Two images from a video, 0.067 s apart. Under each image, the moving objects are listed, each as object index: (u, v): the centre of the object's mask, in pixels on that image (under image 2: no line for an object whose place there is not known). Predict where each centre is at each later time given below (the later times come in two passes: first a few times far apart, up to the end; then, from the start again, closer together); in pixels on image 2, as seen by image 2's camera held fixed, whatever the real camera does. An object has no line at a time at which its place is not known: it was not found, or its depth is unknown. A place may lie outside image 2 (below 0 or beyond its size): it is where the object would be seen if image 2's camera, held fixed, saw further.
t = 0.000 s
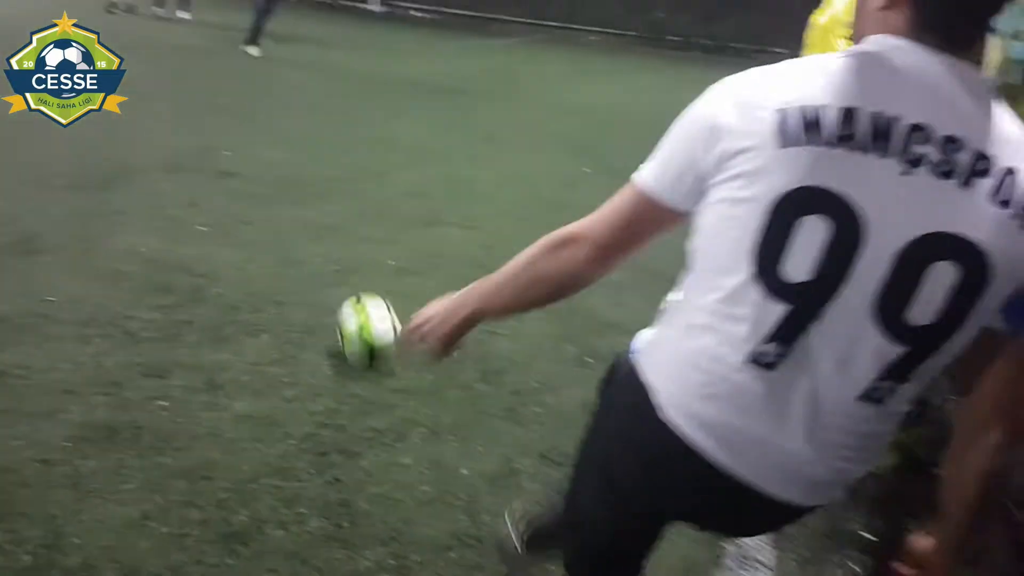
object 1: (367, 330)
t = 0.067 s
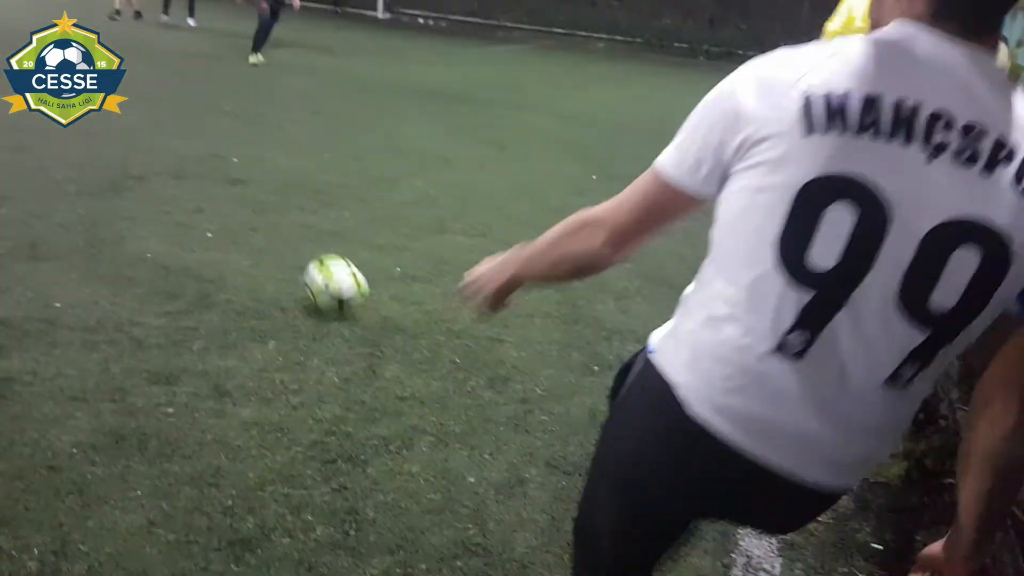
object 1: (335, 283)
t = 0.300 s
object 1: (251, 180)
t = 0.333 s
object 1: (245, 170)
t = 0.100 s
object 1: (318, 262)
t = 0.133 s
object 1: (302, 245)
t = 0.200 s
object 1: (278, 214)
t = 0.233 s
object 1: (268, 199)
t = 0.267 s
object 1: (259, 189)
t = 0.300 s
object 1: (251, 180)
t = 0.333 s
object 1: (245, 170)
